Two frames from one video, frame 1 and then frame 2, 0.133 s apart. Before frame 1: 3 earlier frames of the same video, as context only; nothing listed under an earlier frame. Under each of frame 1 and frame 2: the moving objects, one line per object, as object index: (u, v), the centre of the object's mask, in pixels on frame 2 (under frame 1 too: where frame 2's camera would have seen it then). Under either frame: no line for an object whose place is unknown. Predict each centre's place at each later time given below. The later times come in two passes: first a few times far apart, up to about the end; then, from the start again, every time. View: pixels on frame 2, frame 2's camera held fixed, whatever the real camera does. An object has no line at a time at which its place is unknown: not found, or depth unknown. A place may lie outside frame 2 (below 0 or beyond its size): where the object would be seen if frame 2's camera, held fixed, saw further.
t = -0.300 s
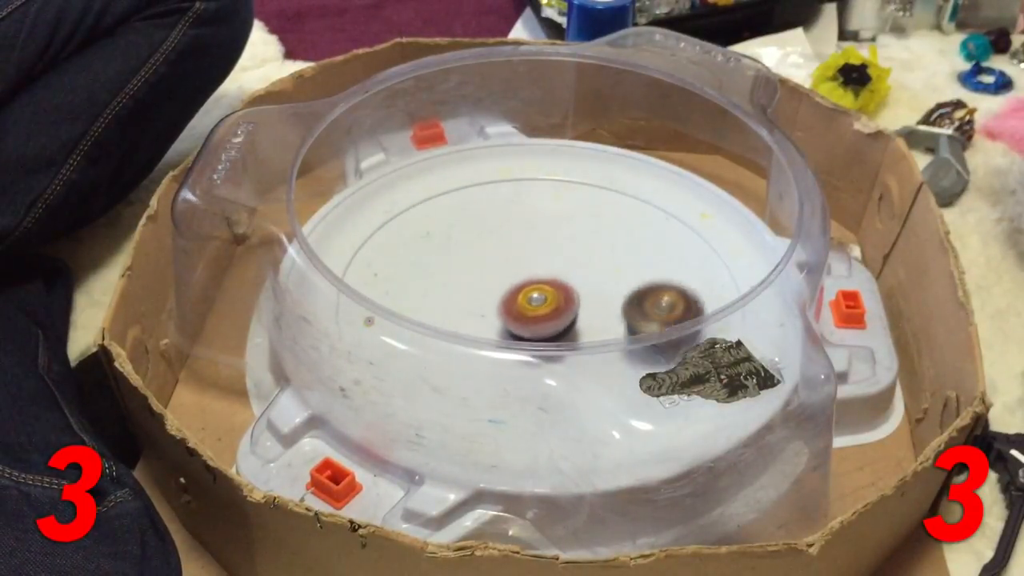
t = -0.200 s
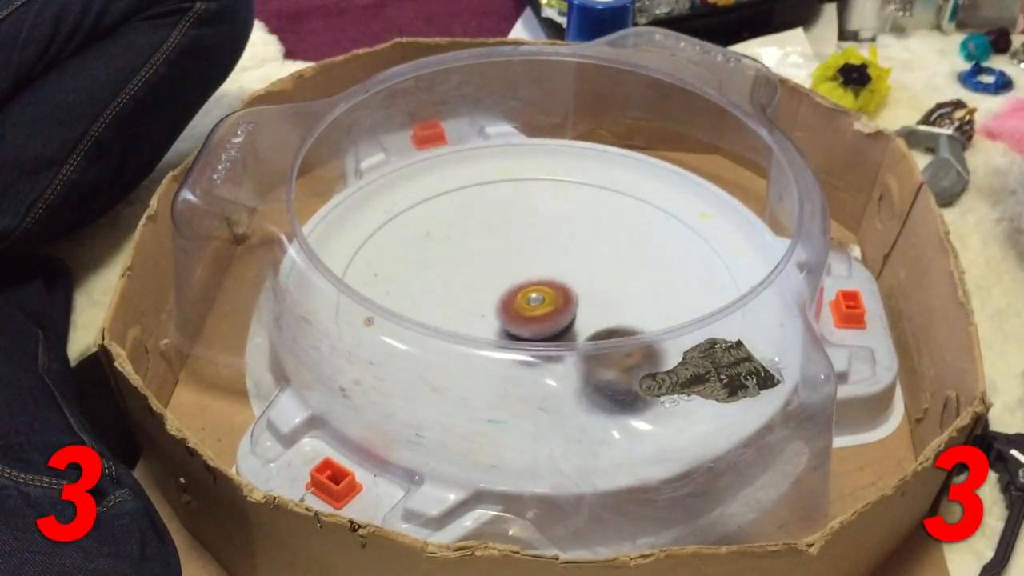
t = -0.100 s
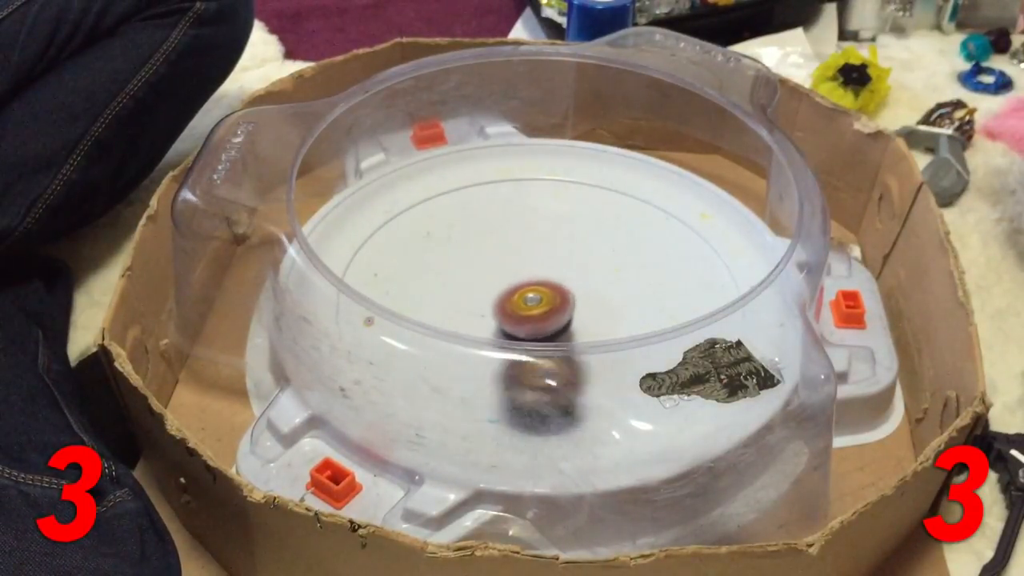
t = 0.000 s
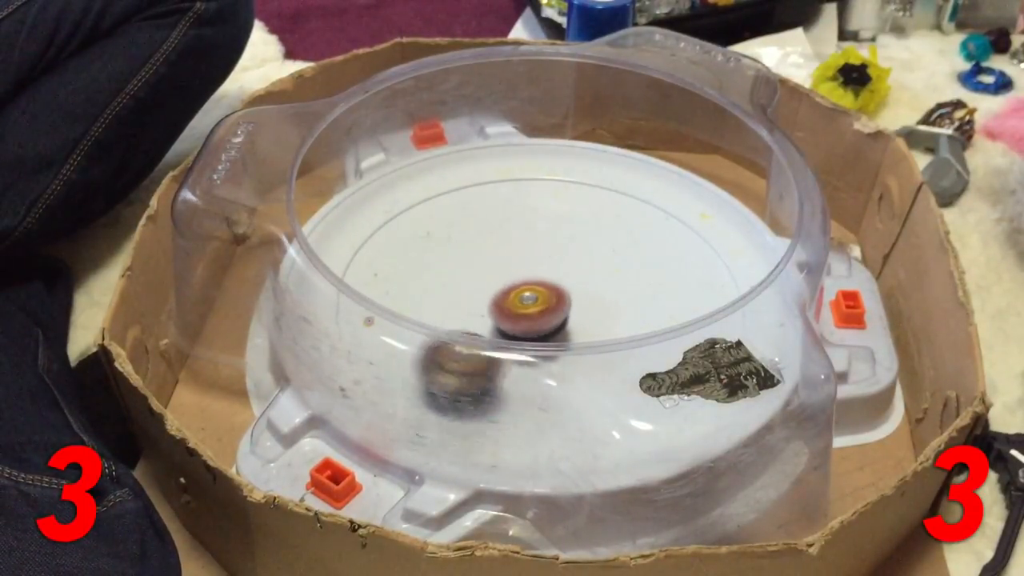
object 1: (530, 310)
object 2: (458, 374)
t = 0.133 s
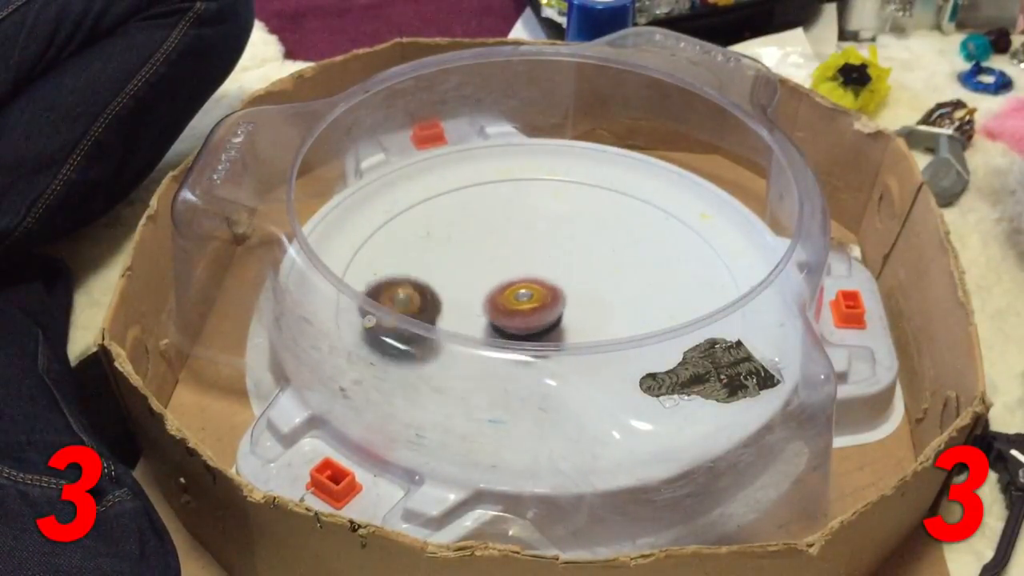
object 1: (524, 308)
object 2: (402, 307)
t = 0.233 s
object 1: (521, 304)
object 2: (405, 266)
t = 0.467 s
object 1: (516, 296)
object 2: (537, 220)
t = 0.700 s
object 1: (518, 290)
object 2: (645, 285)
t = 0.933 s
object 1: (525, 283)
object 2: (584, 382)
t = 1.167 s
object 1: (534, 279)
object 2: (437, 327)
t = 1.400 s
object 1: (542, 281)
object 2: (482, 235)
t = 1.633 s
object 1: (580, 344)
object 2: (596, 175)
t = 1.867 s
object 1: (636, 346)
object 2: (663, 233)
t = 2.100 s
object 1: (619, 363)
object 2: (598, 274)
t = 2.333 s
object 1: (578, 357)
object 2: (525, 274)
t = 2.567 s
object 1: (534, 319)
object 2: (485, 248)
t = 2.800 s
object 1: (484, 308)
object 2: (500, 249)
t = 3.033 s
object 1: (458, 316)
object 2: (525, 257)
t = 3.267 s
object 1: (449, 314)
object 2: (569, 274)
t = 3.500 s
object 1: (460, 312)
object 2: (625, 300)
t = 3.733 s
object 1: (493, 297)
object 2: (605, 321)
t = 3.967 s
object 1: (529, 274)
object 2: (551, 326)
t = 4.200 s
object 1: (560, 257)
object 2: (526, 311)
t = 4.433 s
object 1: (578, 251)
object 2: (515, 305)
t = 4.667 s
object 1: (582, 268)
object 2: (503, 292)
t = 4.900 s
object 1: (590, 291)
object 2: (486, 279)
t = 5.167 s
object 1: (573, 321)
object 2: (513, 278)
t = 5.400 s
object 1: (557, 371)
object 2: (528, 274)
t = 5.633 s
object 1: (551, 394)
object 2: (544, 262)
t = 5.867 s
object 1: (523, 346)
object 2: (559, 280)
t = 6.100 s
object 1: (450, 295)
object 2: (574, 278)
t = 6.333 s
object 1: (410, 266)
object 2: (570, 284)
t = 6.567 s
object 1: (443, 270)
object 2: (556, 291)
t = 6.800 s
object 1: (485, 268)
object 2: (576, 309)
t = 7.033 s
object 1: (548, 268)
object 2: (573, 324)
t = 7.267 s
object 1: (614, 272)
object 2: (530, 324)
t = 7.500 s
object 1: (617, 283)
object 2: (500, 297)
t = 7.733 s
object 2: (519, 263)
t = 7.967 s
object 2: (554, 257)
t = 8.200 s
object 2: (575, 280)
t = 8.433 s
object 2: (575, 300)
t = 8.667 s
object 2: (603, 287)
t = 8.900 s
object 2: (565, 307)
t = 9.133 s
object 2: (507, 300)
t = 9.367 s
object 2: (484, 280)
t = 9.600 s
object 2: (463, 305)
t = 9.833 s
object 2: (422, 362)
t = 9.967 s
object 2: (433, 362)
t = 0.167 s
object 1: (523, 306)
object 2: (401, 288)
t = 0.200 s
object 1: (522, 305)
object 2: (400, 279)
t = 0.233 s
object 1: (521, 304)
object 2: (405, 266)
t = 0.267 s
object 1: (520, 302)
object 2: (415, 255)
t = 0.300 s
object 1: (519, 302)
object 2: (430, 243)
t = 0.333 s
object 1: (518, 300)
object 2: (447, 234)
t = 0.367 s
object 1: (518, 299)
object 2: (469, 226)
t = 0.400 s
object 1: (517, 298)
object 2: (491, 221)
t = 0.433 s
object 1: (516, 297)
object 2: (514, 220)
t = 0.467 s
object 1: (516, 296)
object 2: (537, 220)
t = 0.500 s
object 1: (516, 295)
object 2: (558, 225)
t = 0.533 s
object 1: (515, 294)
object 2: (578, 231)
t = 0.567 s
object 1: (516, 293)
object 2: (596, 239)
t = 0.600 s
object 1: (516, 292)
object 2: (612, 248)
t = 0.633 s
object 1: (517, 292)
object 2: (626, 259)
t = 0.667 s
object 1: (517, 291)
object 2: (637, 271)
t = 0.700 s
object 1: (518, 290)
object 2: (645, 285)
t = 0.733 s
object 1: (518, 289)
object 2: (649, 298)
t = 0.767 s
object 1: (519, 288)
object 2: (648, 307)
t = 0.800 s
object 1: (520, 287)
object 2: (647, 329)
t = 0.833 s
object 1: (521, 286)
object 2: (636, 339)
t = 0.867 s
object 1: (522, 286)
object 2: (621, 355)
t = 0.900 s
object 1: (524, 285)
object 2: (605, 366)
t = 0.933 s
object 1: (525, 283)
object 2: (584, 382)
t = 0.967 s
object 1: (526, 282)
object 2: (558, 383)
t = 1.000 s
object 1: (527, 282)
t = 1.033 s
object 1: (529, 281)
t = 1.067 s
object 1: (530, 280)
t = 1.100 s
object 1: (532, 280)
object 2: (465, 358)
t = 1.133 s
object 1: (533, 279)
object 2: (449, 345)
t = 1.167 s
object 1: (534, 279)
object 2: (437, 327)
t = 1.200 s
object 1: (535, 279)
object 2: (434, 303)
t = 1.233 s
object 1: (537, 279)
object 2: (429, 294)
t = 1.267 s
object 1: (538, 279)
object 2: (431, 281)
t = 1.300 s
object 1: (539, 280)
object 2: (439, 267)
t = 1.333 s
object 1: (540, 280)
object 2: (450, 255)
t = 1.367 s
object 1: (541, 281)
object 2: (465, 244)
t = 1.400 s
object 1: (542, 281)
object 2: (482, 235)
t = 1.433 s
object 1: (544, 282)
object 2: (501, 229)
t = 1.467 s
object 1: (546, 282)
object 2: (521, 224)
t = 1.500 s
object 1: (549, 285)
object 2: (541, 222)
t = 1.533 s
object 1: (557, 305)
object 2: (555, 205)
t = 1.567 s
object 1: (565, 316)
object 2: (568, 191)
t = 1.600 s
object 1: (573, 334)
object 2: (581, 180)
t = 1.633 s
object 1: (580, 344)
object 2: (596, 175)
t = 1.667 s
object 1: (586, 352)
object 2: (610, 174)
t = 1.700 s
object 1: (595, 357)
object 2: (623, 178)
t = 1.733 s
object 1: (604, 359)
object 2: (635, 186)
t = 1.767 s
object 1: (613, 358)
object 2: (645, 195)
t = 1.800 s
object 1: (622, 354)
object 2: (653, 207)
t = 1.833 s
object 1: (630, 350)
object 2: (660, 220)
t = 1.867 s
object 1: (636, 346)
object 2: (663, 233)
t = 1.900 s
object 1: (640, 343)
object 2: (663, 249)
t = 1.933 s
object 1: (642, 339)
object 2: (658, 262)
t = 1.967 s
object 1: (642, 336)
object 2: (650, 272)
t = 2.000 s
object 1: (639, 339)
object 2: (639, 277)
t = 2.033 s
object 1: (633, 350)
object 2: (626, 276)
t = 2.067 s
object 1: (626, 357)
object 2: (612, 274)
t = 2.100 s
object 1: (619, 363)
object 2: (598, 274)
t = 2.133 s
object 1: (612, 367)
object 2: (584, 274)
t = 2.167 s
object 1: (607, 368)
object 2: (572, 274)
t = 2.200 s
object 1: (601, 368)
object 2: (560, 274)
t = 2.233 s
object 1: (596, 367)
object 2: (550, 275)
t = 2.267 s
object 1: (590, 364)
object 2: (542, 275)
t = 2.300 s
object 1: (584, 360)
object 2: (534, 275)
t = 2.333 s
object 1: (578, 357)
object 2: (525, 274)
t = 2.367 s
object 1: (572, 352)
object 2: (517, 272)
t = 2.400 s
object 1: (566, 347)
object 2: (509, 269)
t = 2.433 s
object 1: (559, 340)
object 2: (502, 265)
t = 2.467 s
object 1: (553, 334)
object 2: (496, 261)
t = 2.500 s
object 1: (547, 324)
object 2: (490, 257)
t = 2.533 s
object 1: (541, 322)
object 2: (487, 252)
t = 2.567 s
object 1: (534, 319)
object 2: (485, 248)
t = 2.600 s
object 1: (528, 316)
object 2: (485, 244)
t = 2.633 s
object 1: (521, 314)
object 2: (487, 241)
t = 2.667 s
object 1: (514, 312)
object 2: (489, 240)
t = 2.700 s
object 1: (506, 309)
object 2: (493, 241)
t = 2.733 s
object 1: (498, 309)
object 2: (495, 243)
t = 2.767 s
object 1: (491, 308)
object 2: (497, 246)
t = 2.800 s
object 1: (484, 308)
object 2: (500, 249)
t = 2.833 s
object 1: (478, 308)
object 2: (502, 252)
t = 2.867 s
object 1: (470, 312)
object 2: (507, 249)
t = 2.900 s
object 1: (464, 314)
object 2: (511, 247)
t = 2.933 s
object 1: (461, 316)
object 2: (515, 247)
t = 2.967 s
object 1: (459, 316)
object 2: (519, 249)
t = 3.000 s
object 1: (458, 316)
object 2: (522, 252)
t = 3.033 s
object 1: (458, 316)
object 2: (525, 257)
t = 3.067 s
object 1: (459, 315)
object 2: (527, 261)
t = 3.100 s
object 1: (460, 315)
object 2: (529, 267)
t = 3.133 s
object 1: (462, 314)
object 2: (530, 272)
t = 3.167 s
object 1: (465, 314)
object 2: (531, 278)
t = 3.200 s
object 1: (469, 313)
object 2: (531, 283)
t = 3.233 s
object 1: (458, 316)
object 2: (549, 279)
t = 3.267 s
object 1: (449, 314)
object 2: (569, 274)
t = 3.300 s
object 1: (438, 327)
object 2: (585, 272)
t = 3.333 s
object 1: (436, 329)
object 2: (597, 273)
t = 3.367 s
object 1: (439, 324)
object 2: (606, 277)
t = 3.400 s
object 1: (443, 325)
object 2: (614, 283)
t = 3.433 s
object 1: (450, 313)
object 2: (619, 289)
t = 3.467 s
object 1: (455, 313)
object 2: (623, 294)
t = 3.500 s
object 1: (460, 312)
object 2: (625, 300)
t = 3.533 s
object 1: (466, 311)
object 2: (626, 304)
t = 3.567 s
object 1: (471, 310)
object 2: (626, 308)
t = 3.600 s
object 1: (476, 308)
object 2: (624, 311)
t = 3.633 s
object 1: (480, 306)
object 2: (621, 314)
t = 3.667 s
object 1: (485, 304)
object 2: (617, 316)
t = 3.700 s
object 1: (489, 301)
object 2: (611, 319)
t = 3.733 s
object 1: (493, 297)
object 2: (605, 321)
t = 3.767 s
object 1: (497, 295)
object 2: (599, 322)
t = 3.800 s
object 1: (502, 291)
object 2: (592, 324)
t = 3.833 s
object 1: (507, 288)
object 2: (584, 325)
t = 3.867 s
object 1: (512, 285)
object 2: (575, 326)
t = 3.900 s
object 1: (518, 282)
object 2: (566, 338)
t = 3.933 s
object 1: (523, 278)
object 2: (559, 326)
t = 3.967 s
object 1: (529, 274)
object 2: (551, 326)
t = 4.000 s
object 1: (535, 271)
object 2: (544, 324)
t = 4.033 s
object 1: (540, 267)
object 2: (538, 322)
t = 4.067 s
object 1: (545, 264)
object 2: (533, 320)
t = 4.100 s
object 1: (549, 262)
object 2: (530, 318)
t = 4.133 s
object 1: (553, 260)
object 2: (528, 316)
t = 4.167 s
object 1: (557, 258)
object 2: (527, 313)
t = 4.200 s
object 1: (560, 257)
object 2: (526, 311)
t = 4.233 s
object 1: (563, 256)
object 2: (526, 309)
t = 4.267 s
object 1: (566, 255)
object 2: (526, 309)
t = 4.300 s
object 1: (570, 252)
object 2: (524, 309)
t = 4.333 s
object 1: (573, 251)
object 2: (523, 309)
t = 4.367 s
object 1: (575, 250)
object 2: (520, 308)
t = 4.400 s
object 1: (577, 251)
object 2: (518, 307)
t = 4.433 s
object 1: (578, 251)
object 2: (515, 305)
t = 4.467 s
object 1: (580, 253)
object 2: (512, 304)
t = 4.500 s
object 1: (581, 254)
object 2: (510, 302)
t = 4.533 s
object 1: (581, 257)
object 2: (508, 300)
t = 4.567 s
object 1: (582, 259)
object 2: (506, 298)
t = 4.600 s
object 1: (582, 262)
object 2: (505, 296)
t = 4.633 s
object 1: (582, 265)
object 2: (504, 294)
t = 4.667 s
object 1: (582, 268)
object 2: (503, 292)
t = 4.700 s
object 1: (582, 271)
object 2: (502, 290)
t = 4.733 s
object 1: (586, 274)
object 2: (495, 289)
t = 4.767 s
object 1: (589, 277)
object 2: (491, 288)
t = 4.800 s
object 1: (591, 280)
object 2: (488, 286)
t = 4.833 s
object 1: (591, 284)
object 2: (486, 284)
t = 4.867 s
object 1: (591, 288)
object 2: (486, 282)
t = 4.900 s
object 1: (590, 291)
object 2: (486, 279)
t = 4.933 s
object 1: (589, 294)
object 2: (487, 277)
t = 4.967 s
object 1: (587, 299)
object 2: (490, 276)
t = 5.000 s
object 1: (585, 303)
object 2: (493, 275)
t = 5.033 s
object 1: (583, 308)
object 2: (496, 275)
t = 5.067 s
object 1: (580, 312)
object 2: (500, 275)
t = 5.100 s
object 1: (578, 315)
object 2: (504, 276)
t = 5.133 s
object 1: (575, 318)
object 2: (508, 277)
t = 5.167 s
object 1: (573, 321)
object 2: (513, 278)
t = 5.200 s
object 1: (569, 323)
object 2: (517, 280)
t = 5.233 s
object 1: (566, 325)
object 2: (521, 282)
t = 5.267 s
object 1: (563, 335)
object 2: (525, 284)
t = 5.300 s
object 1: (559, 337)
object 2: (528, 286)
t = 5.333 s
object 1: (556, 340)
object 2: (532, 288)
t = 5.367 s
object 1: (556, 361)
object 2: (531, 283)
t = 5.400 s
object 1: (557, 371)
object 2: (528, 274)
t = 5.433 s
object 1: (558, 383)
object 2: (526, 268)
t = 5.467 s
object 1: (558, 388)
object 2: (527, 263)
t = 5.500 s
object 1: (558, 395)
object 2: (529, 261)
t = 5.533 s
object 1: (557, 397)
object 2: (533, 260)
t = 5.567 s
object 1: (556, 397)
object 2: (537, 260)
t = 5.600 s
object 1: (553, 397)
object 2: (541, 261)
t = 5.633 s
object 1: (551, 394)
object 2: (544, 262)
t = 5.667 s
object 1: (548, 389)
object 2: (548, 264)
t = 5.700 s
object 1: (544, 386)
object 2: (551, 266)
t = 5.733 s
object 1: (541, 381)
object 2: (554, 268)
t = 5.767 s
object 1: (537, 375)
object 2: (556, 271)
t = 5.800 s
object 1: (535, 364)
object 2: (557, 274)
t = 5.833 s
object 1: (530, 355)
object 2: (559, 277)
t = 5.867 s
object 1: (523, 346)
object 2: (559, 280)
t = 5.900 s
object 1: (516, 340)
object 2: (560, 283)
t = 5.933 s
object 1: (504, 323)
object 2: (562, 280)
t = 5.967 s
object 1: (492, 319)
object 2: (565, 278)
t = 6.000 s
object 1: (480, 314)
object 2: (568, 277)
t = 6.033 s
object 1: (470, 310)
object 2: (571, 277)
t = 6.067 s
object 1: (459, 305)
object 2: (573, 277)
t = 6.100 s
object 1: (450, 295)
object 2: (574, 278)
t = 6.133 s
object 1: (441, 289)
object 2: (574, 278)
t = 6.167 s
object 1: (432, 283)
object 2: (574, 279)
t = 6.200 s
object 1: (424, 279)
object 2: (574, 280)
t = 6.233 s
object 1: (420, 272)
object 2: (574, 281)
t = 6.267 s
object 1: (414, 271)
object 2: (572, 282)
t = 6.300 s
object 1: (411, 268)
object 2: (572, 283)
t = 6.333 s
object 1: (410, 266)
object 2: (570, 284)
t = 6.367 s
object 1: (411, 265)
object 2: (569, 285)
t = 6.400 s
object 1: (413, 264)
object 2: (567, 286)
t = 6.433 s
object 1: (417, 264)
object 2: (566, 287)
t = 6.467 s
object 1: (422, 265)
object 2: (564, 288)
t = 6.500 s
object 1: (429, 267)
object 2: (561, 289)
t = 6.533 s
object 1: (436, 269)
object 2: (559, 290)
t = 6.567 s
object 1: (443, 270)
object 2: (556, 291)
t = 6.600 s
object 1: (452, 272)
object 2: (553, 293)
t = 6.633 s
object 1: (460, 273)
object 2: (550, 294)
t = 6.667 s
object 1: (470, 274)
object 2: (548, 295)
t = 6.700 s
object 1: (472, 273)
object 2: (555, 299)
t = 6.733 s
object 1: (475, 269)
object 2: (565, 303)
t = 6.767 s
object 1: (479, 269)
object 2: (572, 306)
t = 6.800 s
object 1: (485, 268)
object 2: (576, 309)
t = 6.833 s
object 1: (491, 267)
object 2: (579, 312)
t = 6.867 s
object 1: (498, 267)
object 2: (580, 314)
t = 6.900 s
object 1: (506, 266)
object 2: (581, 316)
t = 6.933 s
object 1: (516, 268)
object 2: (580, 318)
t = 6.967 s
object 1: (526, 268)
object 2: (579, 320)
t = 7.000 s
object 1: (536, 268)
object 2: (576, 322)
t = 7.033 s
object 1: (548, 268)
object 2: (573, 324)
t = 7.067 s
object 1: (560, 269)
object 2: (569, 325)
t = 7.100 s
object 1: (571, 268)
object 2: (564, 326)
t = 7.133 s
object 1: (582, 269)
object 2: (558, 326)
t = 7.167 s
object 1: (592, 269)
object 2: (551, 327)
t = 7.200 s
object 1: (601, 270)
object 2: (544, 326)
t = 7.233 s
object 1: (608, 271)
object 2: (537, 325)
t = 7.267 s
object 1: (614, 272)
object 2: (530, 324)
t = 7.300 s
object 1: (618, 273)
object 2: (523, 322)
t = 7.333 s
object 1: (620, 274)
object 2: (517, 319)
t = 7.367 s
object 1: (621, 276)
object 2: (511, 316)
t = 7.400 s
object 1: (621, 277)
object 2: (507, 313)
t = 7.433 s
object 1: (620, 279)
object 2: (503, 309)
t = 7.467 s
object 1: (619, 280)
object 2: (501, 304)
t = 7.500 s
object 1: (617, 283)
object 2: (500, 297)
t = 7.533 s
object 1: (615, 284)
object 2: (500, 291)
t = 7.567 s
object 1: (612, 287)
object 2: (502, 285)
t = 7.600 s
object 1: (609, 288)
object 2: (504, 279)
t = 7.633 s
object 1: (606, 290)
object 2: (507, 275)
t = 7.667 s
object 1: (602, 293)
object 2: (510, 271)
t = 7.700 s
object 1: (597, 296)
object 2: (514, 267)
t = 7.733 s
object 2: (519, 263)
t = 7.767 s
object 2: (524, 261)
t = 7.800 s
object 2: (529, 258)
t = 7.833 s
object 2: (534, 257)
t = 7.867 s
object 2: (539, 256)
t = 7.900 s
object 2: (544, 255)
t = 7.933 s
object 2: (549, 256)
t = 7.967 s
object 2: (554, 257)
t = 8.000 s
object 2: (559, 258)
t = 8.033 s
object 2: (563, 260)
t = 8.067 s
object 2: (567, 263)
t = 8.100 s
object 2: (570, 267)
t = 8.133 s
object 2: (572, 271)
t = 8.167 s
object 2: (574, 275)
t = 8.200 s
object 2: (575, 280)
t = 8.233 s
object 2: (574, 286)
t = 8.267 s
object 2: (573, 291)
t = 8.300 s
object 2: (570, 297)
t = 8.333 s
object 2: (566, 302)
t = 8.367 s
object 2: (561, 306)
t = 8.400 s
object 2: (561, 307)
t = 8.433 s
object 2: (575, 300)
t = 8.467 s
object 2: (586, 293)
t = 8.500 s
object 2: (594, 288)
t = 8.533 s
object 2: (599, 284)
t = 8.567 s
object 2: (602, 283)
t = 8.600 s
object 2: (604, 283)
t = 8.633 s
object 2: (604, 284)
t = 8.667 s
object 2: (603, 287)
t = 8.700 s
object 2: (600, 290)
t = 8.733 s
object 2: (597, 293)
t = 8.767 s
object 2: (593, 297)
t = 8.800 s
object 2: (588, 300)
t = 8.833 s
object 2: (581, 303)
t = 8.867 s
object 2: (574, 305)
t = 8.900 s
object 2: (565, 307)
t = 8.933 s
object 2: (556, 308)
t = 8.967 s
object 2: (546, 308)
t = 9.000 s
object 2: (538, 307)
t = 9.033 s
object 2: (529, 306)
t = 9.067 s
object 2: (521, 305)
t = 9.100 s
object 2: (513, 303)
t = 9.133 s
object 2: (507, 300)
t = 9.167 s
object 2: (501, 297)
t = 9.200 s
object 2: (496, 294)
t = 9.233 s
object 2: (492, 291)
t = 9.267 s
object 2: (488, 288)
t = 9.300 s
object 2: (486, 286)
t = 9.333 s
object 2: (484, 283)
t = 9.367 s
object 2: (484, 280)
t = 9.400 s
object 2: (484, 278)
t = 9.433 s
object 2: (485, 275)
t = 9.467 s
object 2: (486, 274)
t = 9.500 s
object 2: (489, 272)
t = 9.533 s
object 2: (491, 271)
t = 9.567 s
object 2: (476, 290)
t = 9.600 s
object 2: (463, 305)
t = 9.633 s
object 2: (453, 312)
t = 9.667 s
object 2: (441, 342)
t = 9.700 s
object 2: (433, 348)
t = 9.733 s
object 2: (427, 361)
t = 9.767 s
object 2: (424, 362)
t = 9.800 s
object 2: (423, 361)
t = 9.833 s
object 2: (422, 362)
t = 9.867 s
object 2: (423, 361)
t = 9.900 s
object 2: (425, 361)
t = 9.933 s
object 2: (429, 361)
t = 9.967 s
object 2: (433, 362)
